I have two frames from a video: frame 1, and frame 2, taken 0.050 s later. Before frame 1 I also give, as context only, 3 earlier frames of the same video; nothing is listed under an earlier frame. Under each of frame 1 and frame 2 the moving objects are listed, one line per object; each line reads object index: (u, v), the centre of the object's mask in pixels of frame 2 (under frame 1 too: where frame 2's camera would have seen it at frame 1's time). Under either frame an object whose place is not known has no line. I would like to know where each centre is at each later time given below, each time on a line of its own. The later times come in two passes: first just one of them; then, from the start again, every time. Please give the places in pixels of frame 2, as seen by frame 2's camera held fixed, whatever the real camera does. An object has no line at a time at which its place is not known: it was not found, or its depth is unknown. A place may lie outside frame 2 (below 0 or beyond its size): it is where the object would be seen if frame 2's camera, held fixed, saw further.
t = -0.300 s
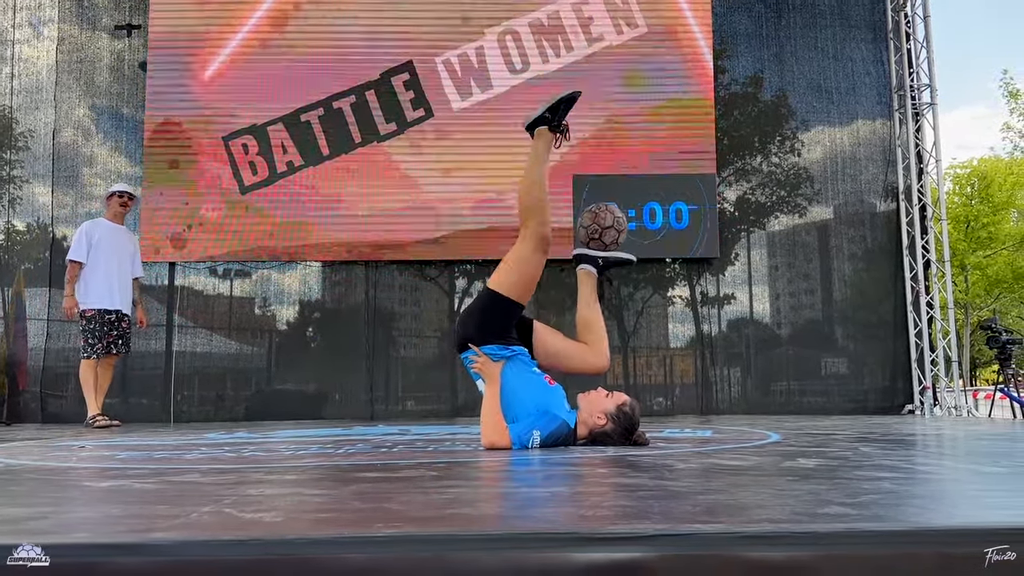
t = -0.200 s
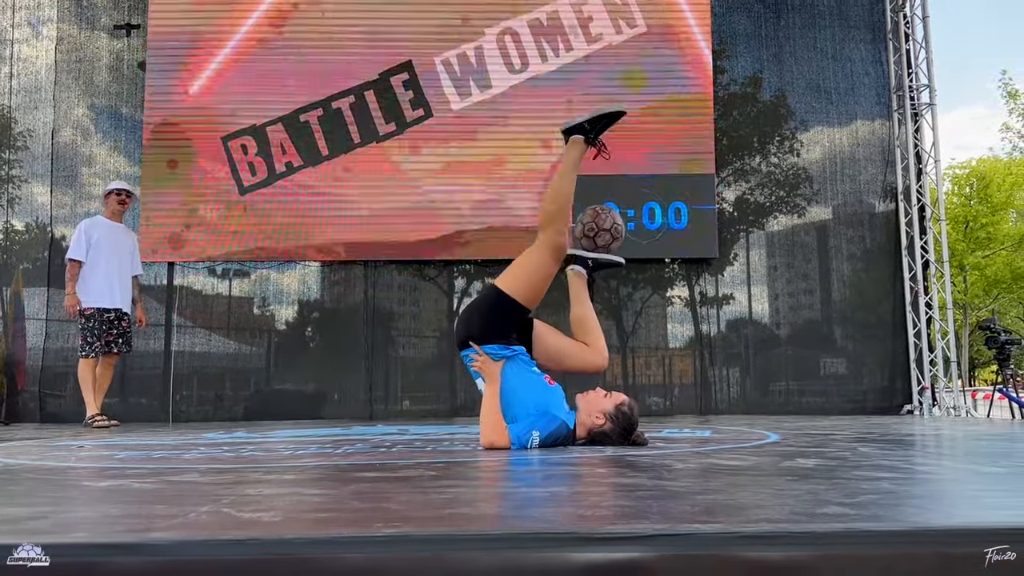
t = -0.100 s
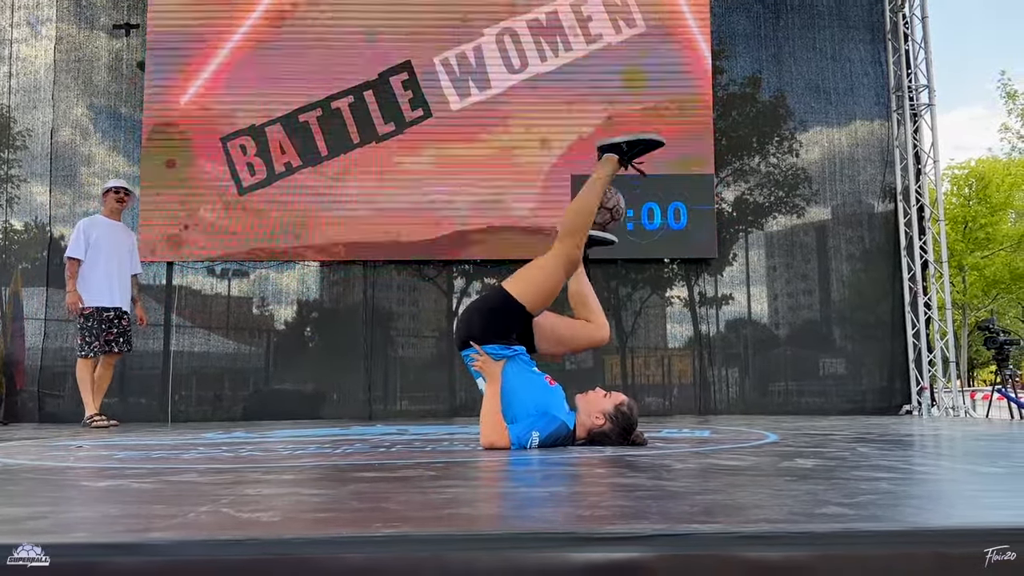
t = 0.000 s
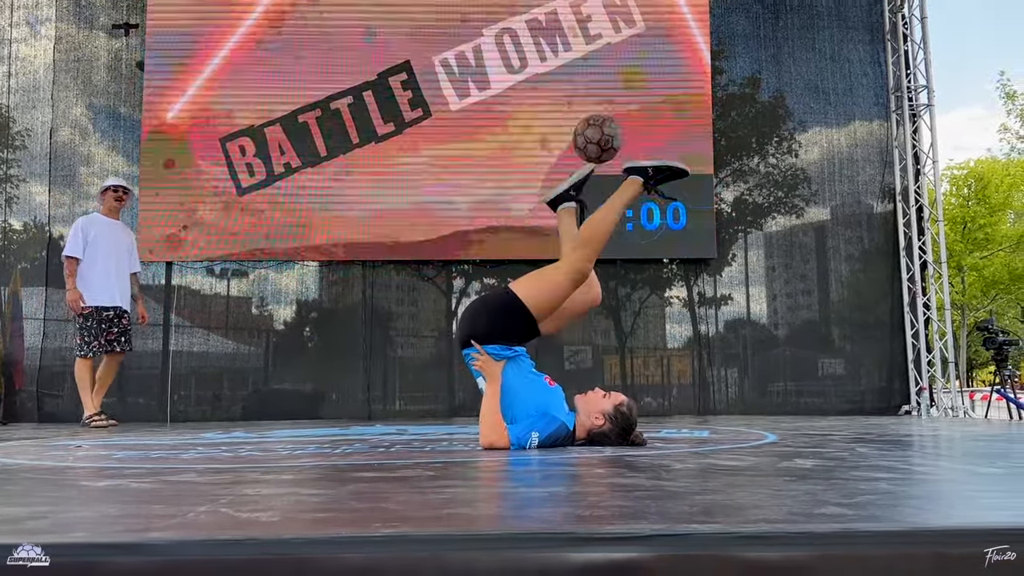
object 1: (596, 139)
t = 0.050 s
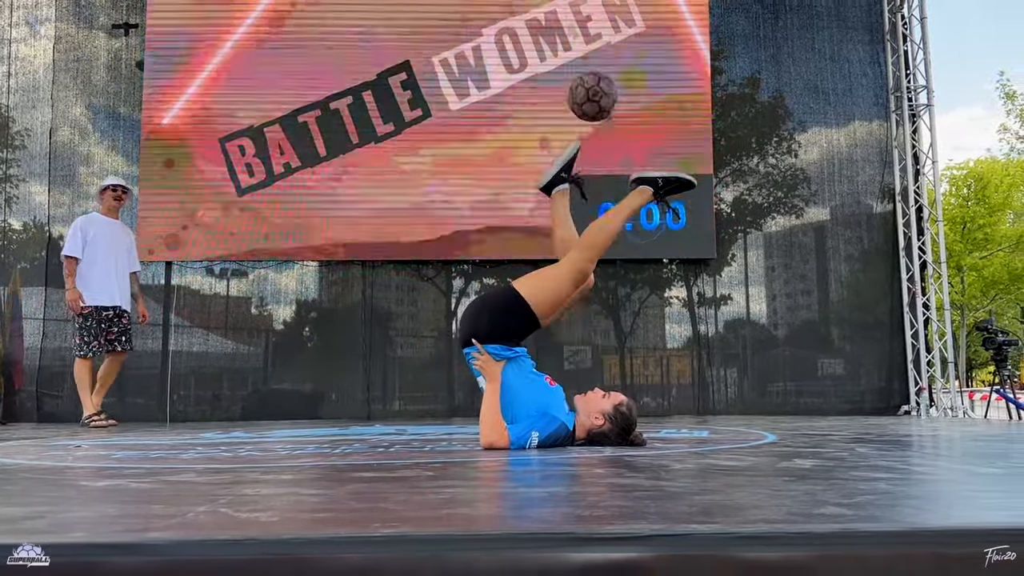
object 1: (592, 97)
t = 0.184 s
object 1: (583, 15)
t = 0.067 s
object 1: (591, 84)
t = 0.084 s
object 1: (590, 71)
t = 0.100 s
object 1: (589, 59)
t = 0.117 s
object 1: (587, 48)
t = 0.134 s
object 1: (586, 38)
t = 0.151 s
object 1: (585, 27)
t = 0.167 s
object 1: (584, 20)
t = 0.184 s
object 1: (583, 15)
